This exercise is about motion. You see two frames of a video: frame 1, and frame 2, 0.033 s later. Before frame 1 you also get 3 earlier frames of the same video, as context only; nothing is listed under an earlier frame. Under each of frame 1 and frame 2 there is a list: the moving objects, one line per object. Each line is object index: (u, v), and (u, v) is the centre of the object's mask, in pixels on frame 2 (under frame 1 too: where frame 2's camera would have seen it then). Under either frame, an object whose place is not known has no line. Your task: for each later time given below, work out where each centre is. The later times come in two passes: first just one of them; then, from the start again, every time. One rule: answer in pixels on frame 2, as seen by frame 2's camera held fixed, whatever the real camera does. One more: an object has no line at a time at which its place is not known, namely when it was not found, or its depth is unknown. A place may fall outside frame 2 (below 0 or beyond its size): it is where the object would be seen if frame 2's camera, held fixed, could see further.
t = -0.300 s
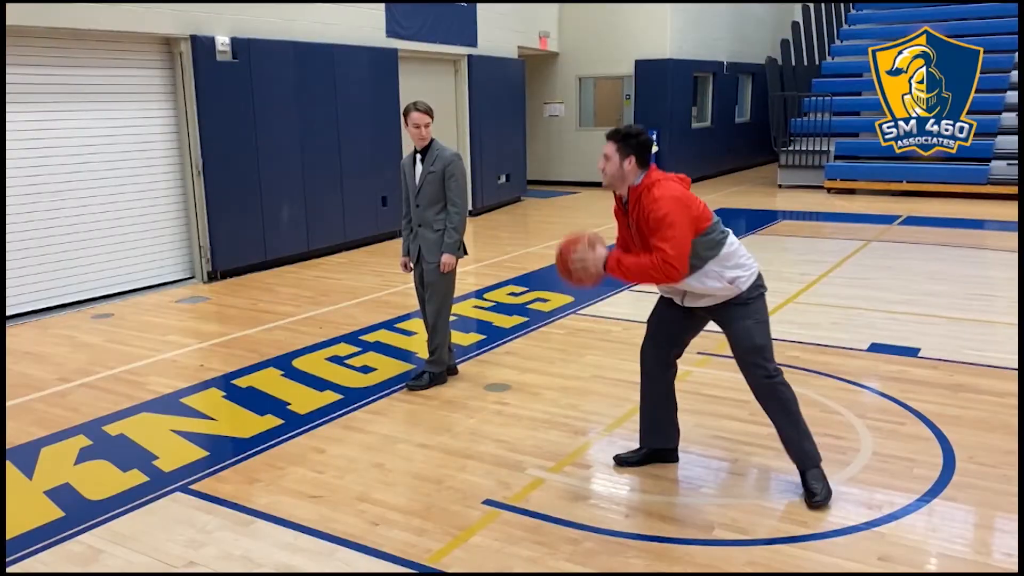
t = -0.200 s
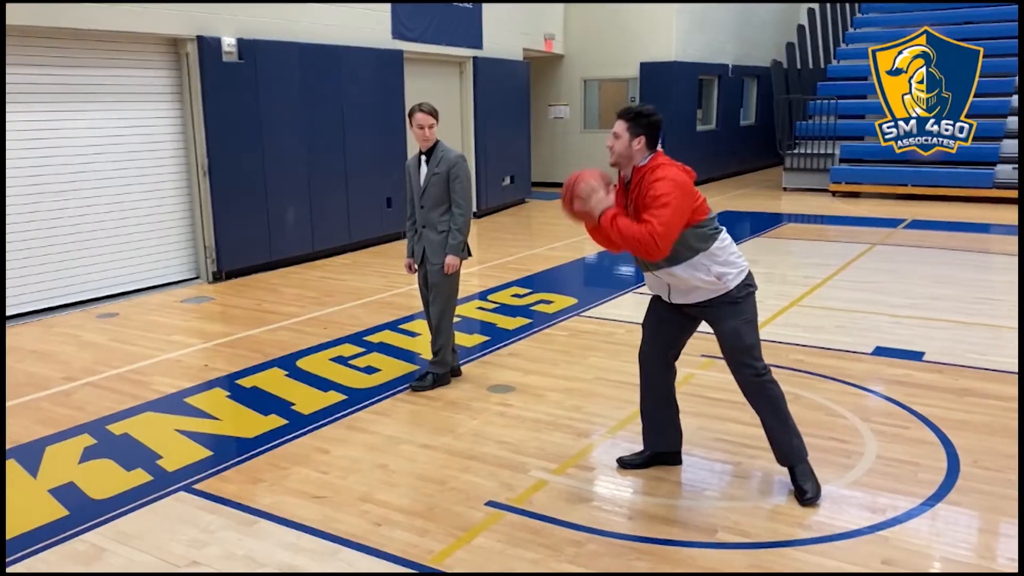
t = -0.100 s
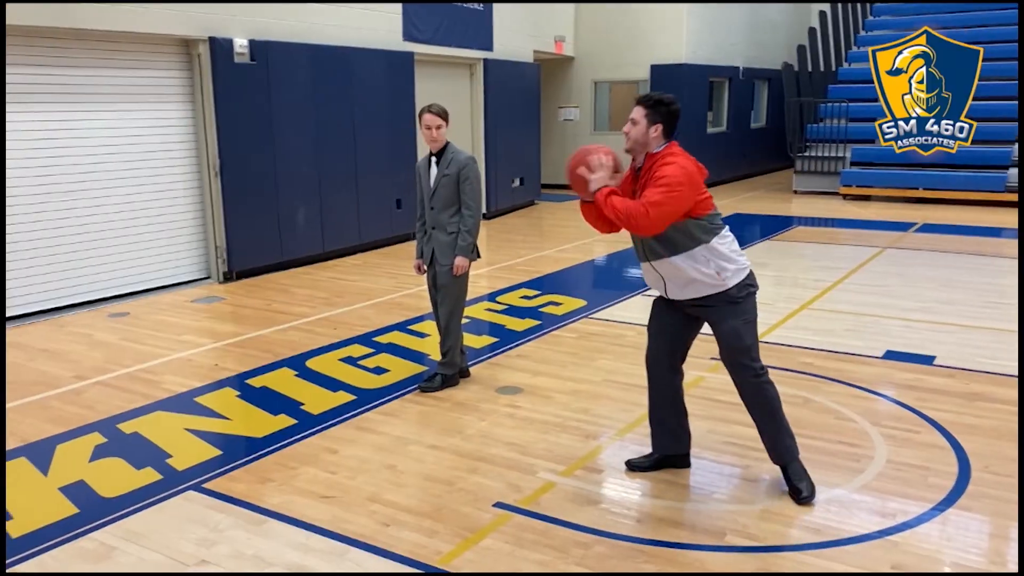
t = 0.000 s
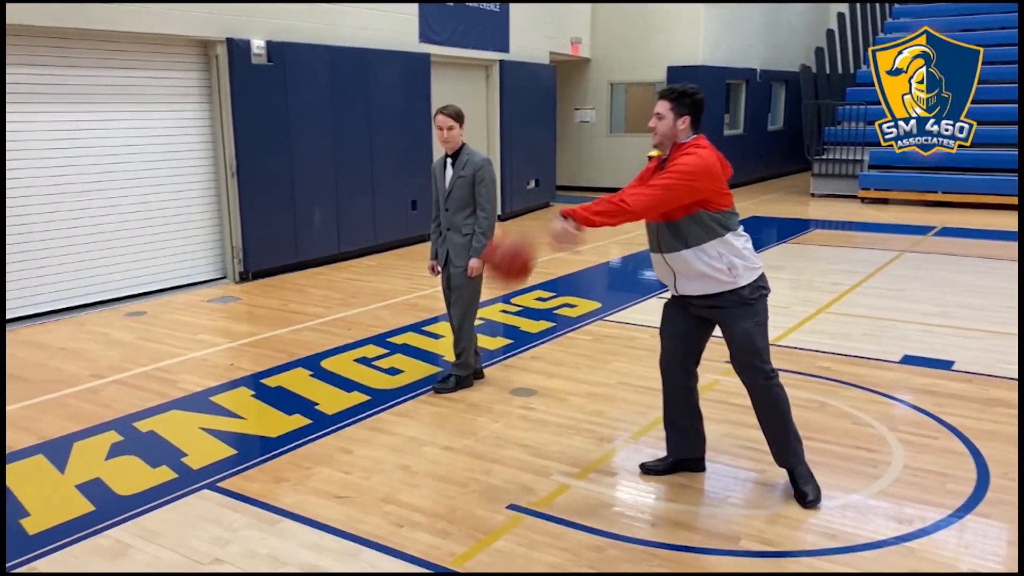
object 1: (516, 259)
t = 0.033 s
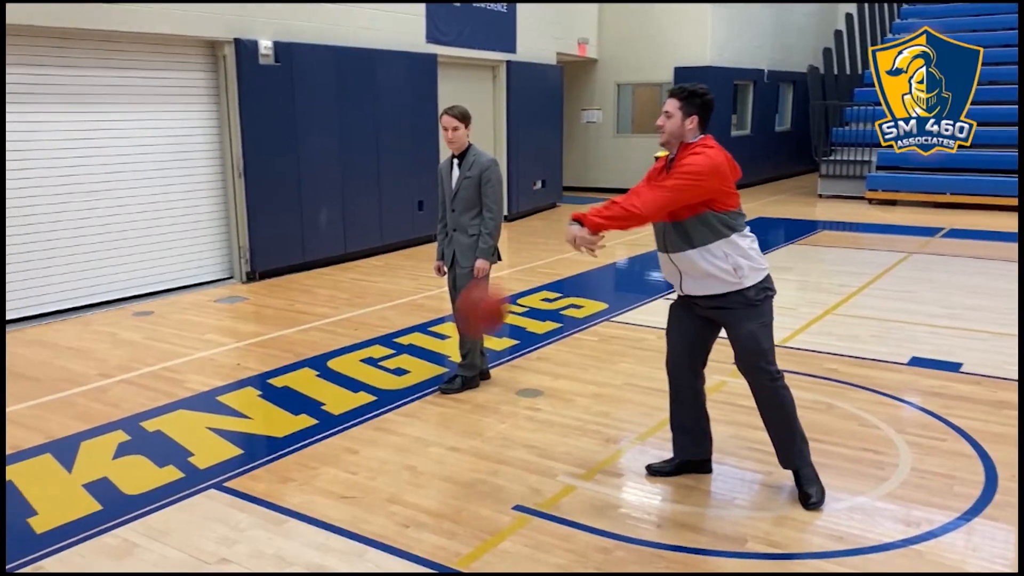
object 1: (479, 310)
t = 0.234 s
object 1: (303, 370)
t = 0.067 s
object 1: (454, 357)
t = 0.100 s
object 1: (421, 404)
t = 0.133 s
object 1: (391, 454)
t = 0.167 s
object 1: (361, 437)
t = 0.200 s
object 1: (333, 403)
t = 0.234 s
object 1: (303, 370)
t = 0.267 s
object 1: (275, 341)
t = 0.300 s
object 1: (245, 312)
